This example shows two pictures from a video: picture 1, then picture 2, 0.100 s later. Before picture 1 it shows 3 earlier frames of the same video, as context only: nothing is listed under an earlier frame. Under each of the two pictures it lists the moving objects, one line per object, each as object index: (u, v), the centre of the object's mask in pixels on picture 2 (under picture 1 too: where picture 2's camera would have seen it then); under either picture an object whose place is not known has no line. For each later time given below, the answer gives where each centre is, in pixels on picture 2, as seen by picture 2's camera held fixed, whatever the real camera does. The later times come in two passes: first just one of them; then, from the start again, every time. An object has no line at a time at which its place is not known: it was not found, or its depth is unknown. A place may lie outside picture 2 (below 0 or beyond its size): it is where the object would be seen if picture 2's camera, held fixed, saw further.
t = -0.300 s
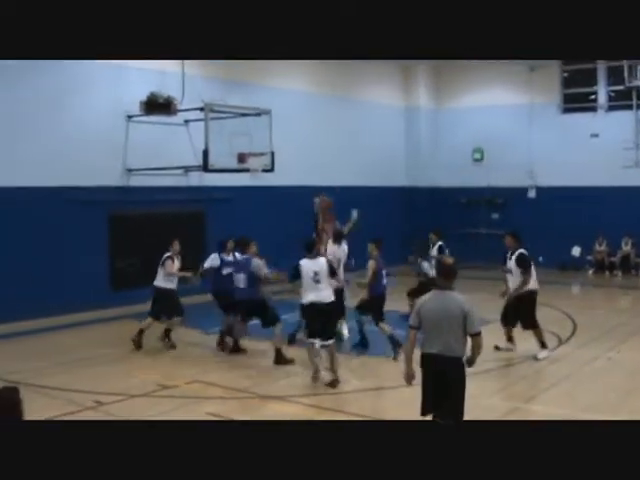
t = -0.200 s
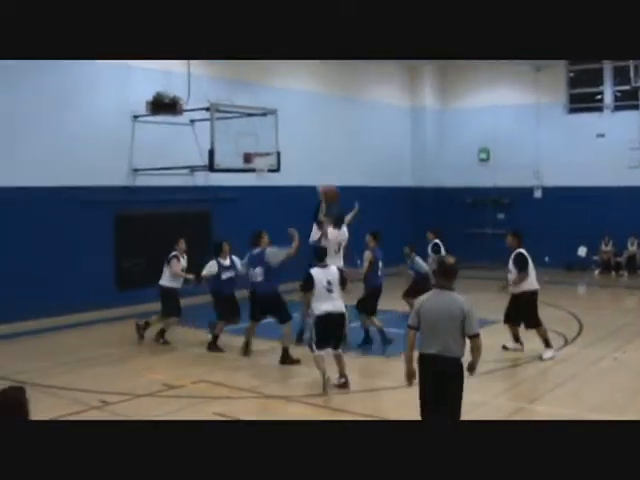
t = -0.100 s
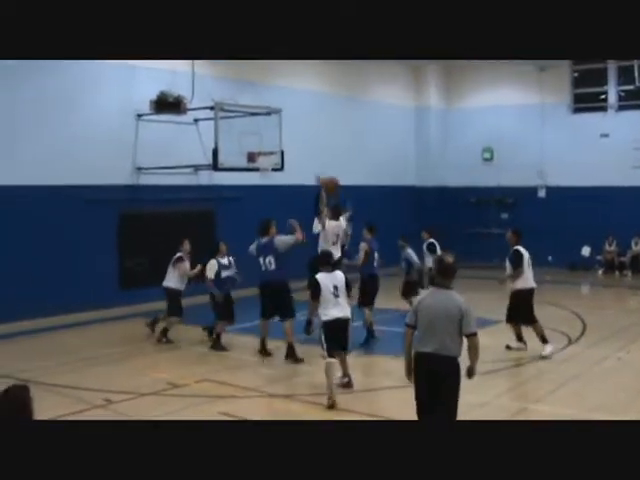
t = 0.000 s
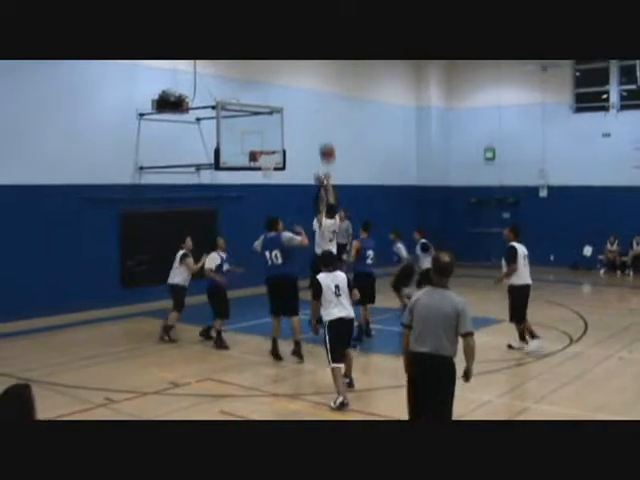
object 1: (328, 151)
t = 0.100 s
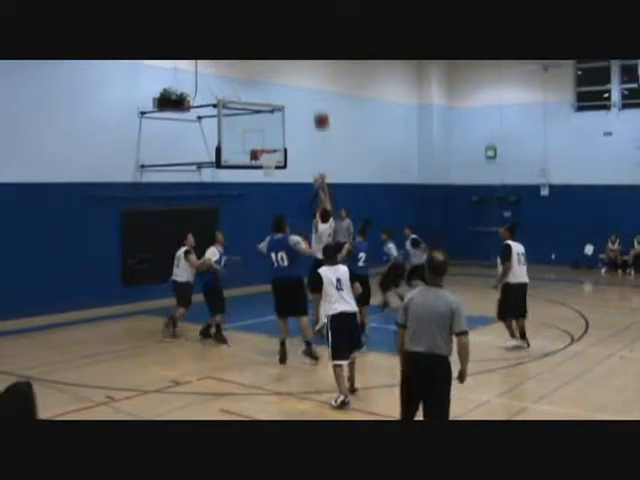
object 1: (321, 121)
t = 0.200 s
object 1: (315, 97)
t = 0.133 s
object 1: (320, 112)
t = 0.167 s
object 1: (317, 104)
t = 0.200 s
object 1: (315, 97)
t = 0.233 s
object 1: (313, 91)
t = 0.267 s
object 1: (311, 86)
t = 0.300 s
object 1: (309, 82)
